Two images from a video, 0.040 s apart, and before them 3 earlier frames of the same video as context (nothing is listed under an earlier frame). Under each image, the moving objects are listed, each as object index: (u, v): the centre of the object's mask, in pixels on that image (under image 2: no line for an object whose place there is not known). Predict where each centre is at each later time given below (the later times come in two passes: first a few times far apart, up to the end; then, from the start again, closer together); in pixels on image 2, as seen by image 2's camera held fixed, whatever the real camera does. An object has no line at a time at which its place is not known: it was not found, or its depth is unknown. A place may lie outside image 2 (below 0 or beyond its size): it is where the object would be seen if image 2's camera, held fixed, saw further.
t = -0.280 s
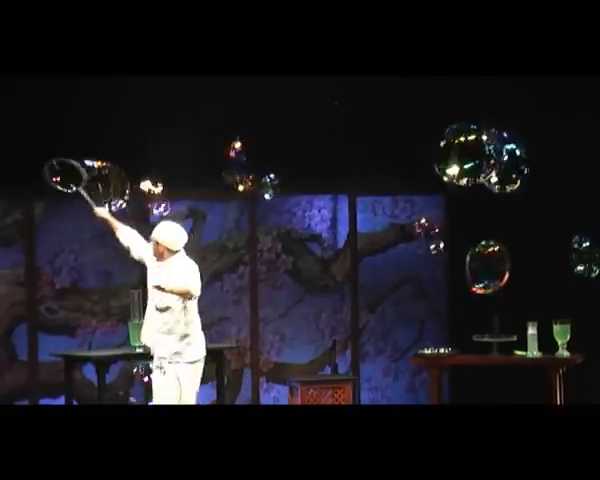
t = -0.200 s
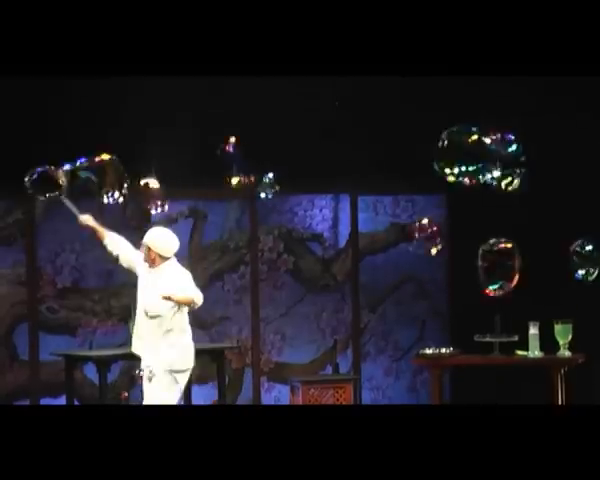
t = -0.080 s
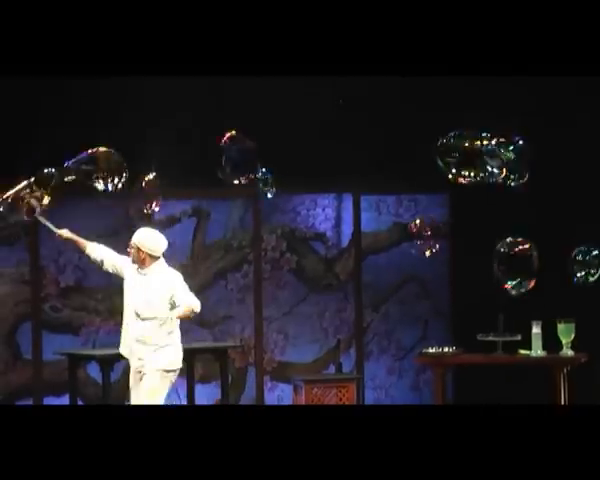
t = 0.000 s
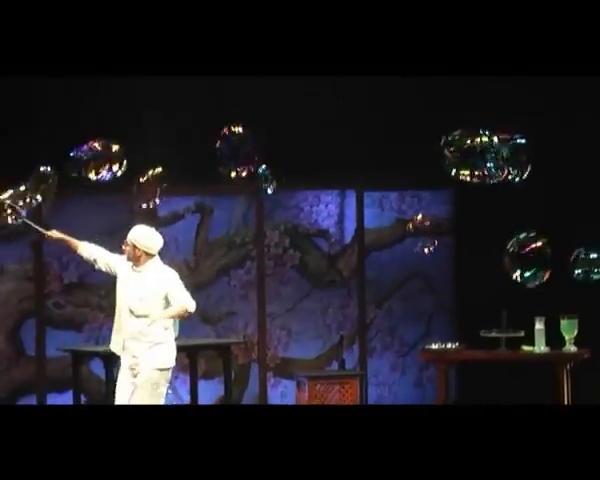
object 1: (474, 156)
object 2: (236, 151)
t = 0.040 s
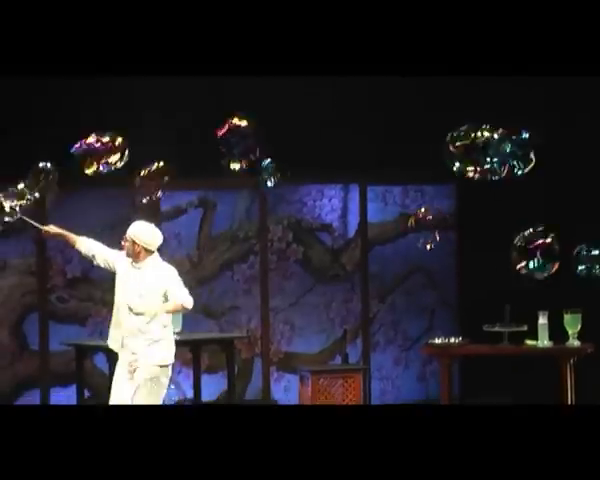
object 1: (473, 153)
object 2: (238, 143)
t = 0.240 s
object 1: (479, 157)
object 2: (230, 138)
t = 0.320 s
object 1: (484, 157)
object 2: (227, 136)
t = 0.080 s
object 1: (473, 154)
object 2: (234, 142)
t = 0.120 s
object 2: (232, 139)
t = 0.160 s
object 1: (477, 157)
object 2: (231, 139)
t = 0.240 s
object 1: (479, 157)
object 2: (230, 138)
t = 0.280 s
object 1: (479, 159)
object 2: (228, 137)
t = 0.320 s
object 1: (484, 157)
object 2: (227, 136)
